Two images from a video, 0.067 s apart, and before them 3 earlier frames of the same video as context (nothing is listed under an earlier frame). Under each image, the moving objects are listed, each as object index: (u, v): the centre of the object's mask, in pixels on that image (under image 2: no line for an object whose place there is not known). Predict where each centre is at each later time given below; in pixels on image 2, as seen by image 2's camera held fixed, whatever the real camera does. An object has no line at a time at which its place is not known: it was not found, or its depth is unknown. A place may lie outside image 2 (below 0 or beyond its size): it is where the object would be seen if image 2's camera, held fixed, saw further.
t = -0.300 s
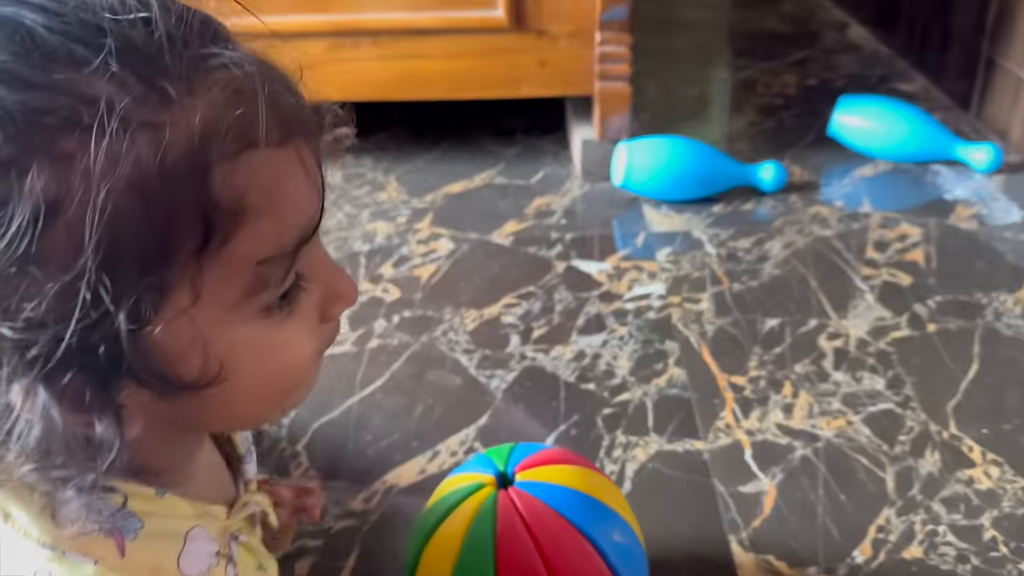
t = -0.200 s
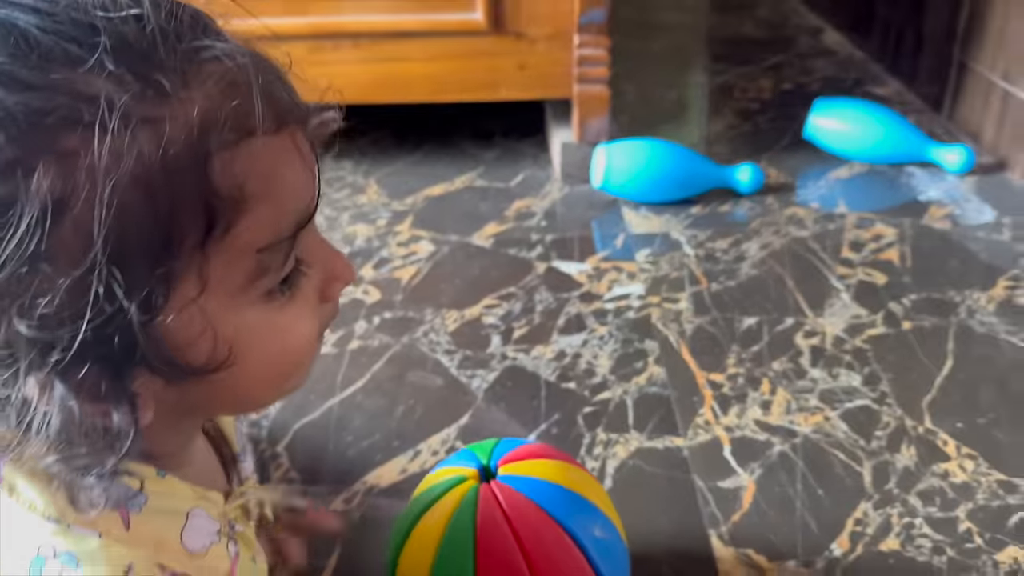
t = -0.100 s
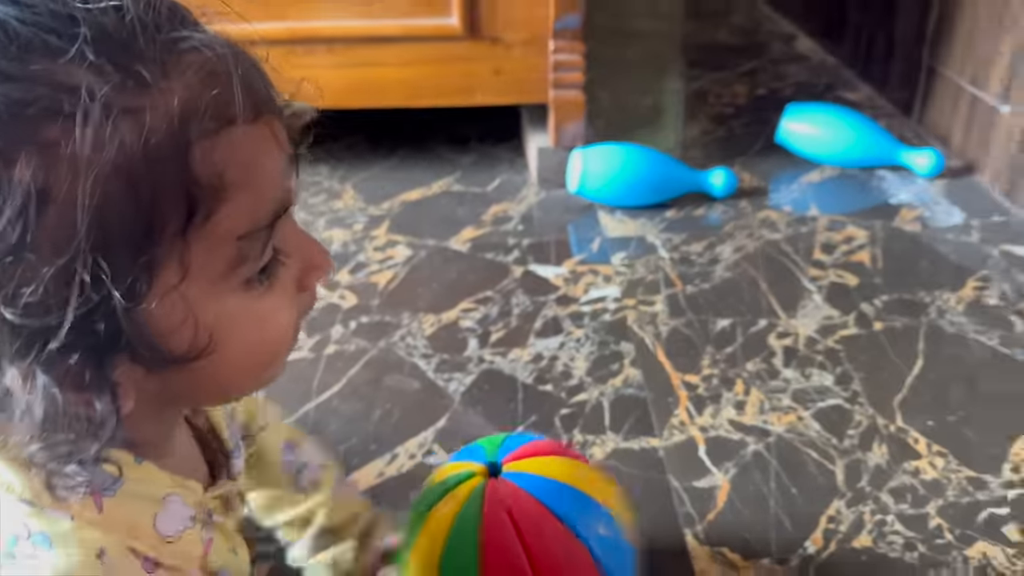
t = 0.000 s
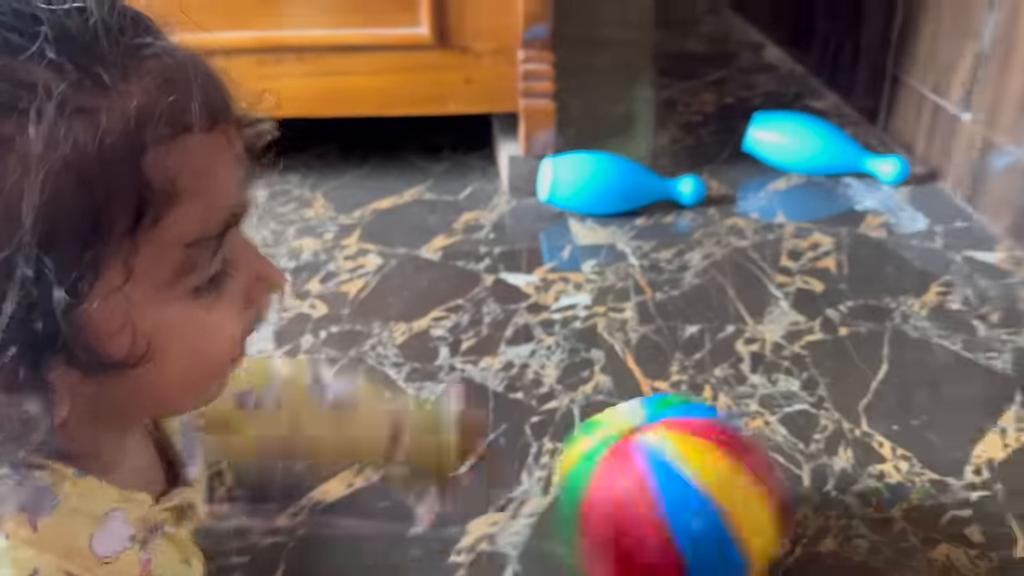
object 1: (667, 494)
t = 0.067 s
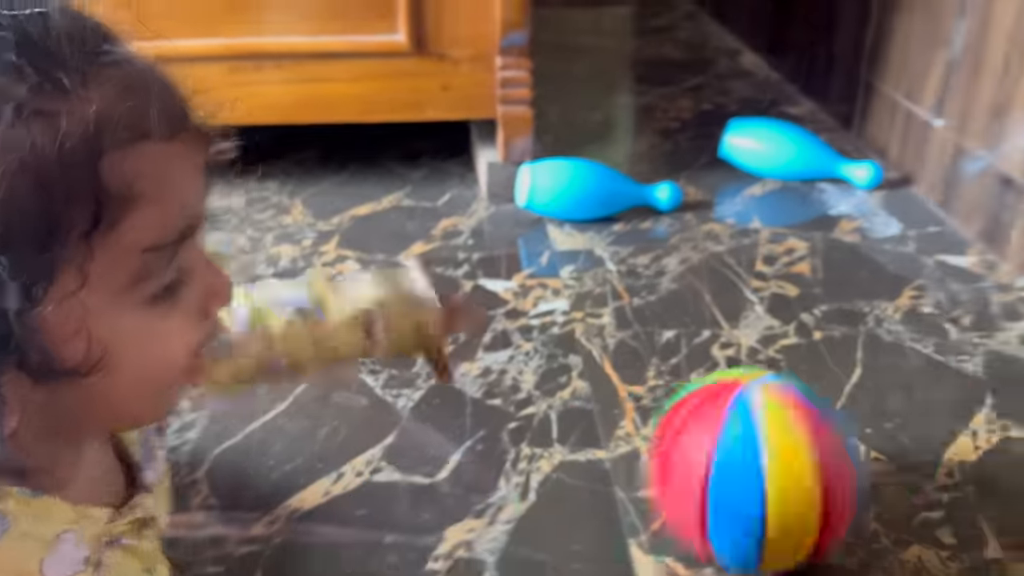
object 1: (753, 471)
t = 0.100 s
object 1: (800, 455)
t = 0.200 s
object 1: (916, 407)
